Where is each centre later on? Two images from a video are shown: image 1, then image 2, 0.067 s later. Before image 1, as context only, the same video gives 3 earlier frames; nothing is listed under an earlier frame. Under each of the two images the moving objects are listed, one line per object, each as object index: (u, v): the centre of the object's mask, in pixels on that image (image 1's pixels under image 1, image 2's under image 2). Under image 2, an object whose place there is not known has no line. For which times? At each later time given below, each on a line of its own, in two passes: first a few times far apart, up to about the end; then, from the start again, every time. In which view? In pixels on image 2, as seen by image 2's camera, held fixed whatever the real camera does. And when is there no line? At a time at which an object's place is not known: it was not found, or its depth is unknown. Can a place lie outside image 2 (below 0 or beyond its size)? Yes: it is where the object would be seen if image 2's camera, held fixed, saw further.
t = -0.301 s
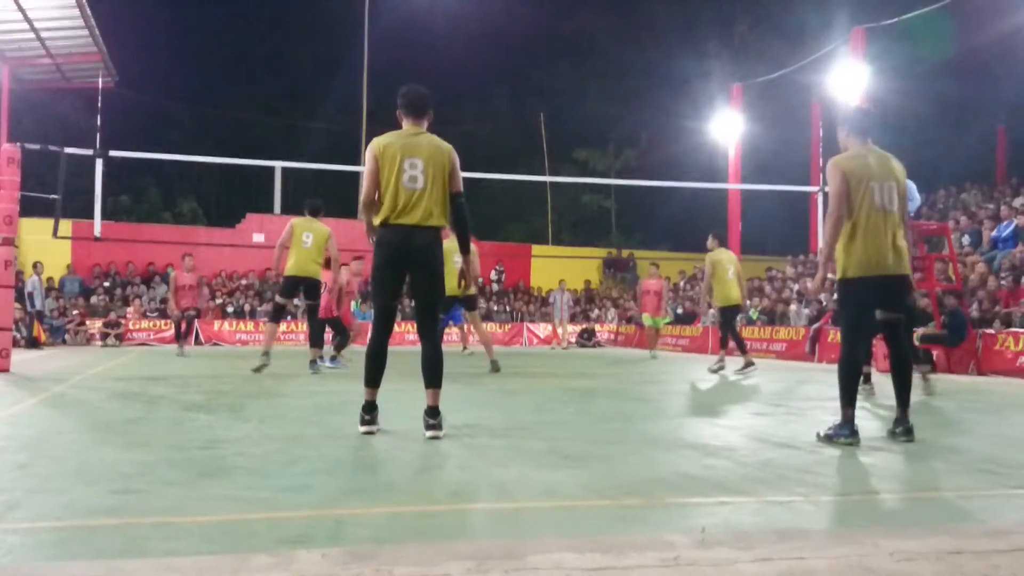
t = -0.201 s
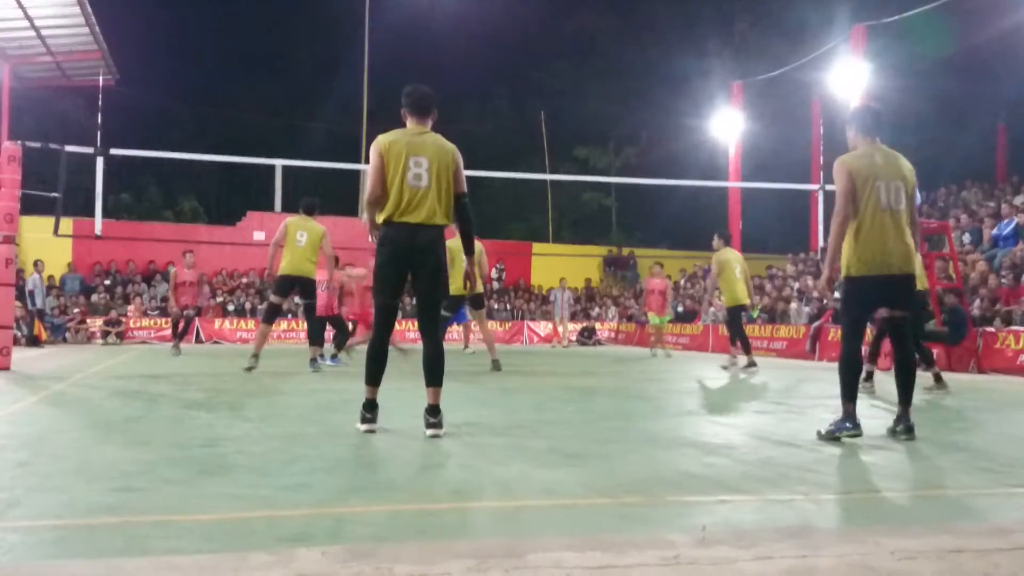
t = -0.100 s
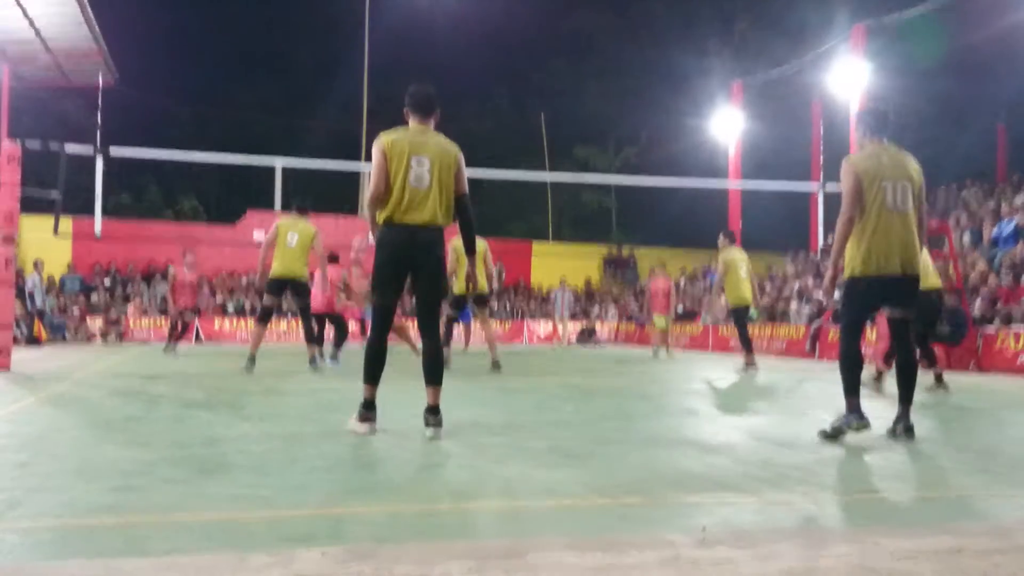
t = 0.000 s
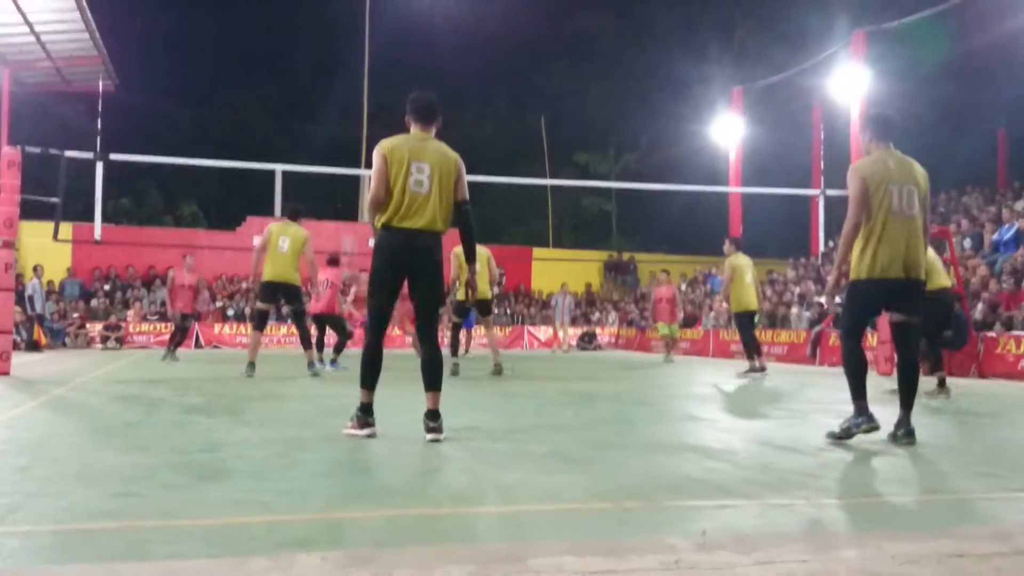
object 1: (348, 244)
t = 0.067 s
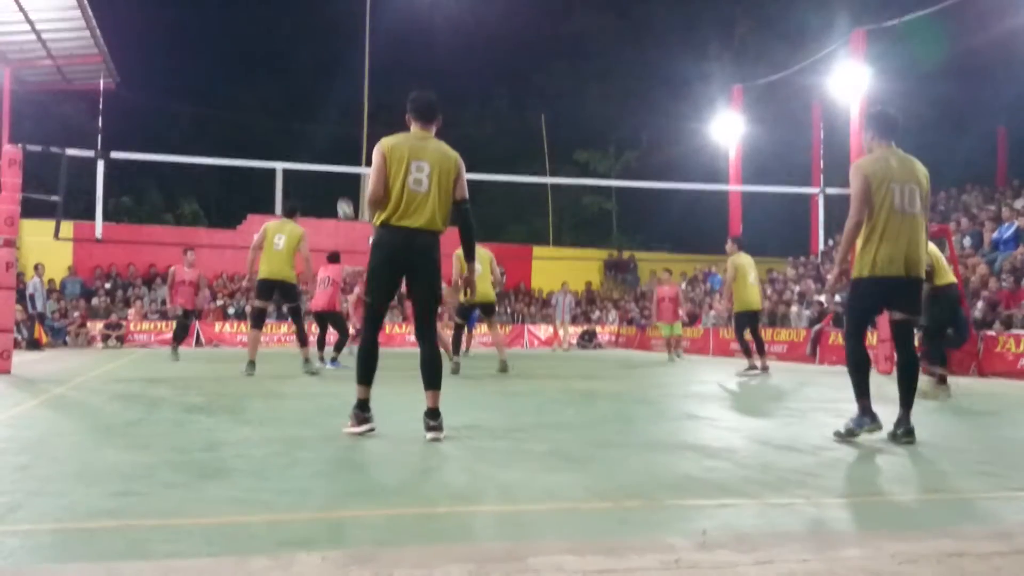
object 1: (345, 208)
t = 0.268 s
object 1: (332, 116)
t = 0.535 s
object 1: (312, 39)
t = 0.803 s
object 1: (292, 14)
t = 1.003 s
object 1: (276, 30)
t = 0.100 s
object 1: (343, 191)
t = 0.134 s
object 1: (341, 178)
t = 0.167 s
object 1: (339, 156)
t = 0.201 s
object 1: (336, 143)
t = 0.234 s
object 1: (334, 129)
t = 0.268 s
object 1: (332, 116)
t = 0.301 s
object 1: (330, 104)
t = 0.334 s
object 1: (327, 92)
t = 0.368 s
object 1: (324, 81)
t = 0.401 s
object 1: (322, 71)
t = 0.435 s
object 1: (320, 61)
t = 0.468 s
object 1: (317, 53)
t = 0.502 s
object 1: (315, 46)
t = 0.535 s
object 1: (312, 39)
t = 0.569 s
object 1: (310, 33)
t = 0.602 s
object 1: (307, 29)
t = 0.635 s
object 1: (305, 24)
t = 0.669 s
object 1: (302, 21)
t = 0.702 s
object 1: (300, 18)
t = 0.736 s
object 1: (297, 16)
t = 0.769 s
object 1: (295, 14)
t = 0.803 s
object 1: (292, 14)
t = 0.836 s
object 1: (289, 15)
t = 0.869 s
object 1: (287, 16)
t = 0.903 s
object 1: (284, 19)
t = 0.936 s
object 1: (281, 21)
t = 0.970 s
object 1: (279, 25)
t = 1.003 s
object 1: (276, 30)
